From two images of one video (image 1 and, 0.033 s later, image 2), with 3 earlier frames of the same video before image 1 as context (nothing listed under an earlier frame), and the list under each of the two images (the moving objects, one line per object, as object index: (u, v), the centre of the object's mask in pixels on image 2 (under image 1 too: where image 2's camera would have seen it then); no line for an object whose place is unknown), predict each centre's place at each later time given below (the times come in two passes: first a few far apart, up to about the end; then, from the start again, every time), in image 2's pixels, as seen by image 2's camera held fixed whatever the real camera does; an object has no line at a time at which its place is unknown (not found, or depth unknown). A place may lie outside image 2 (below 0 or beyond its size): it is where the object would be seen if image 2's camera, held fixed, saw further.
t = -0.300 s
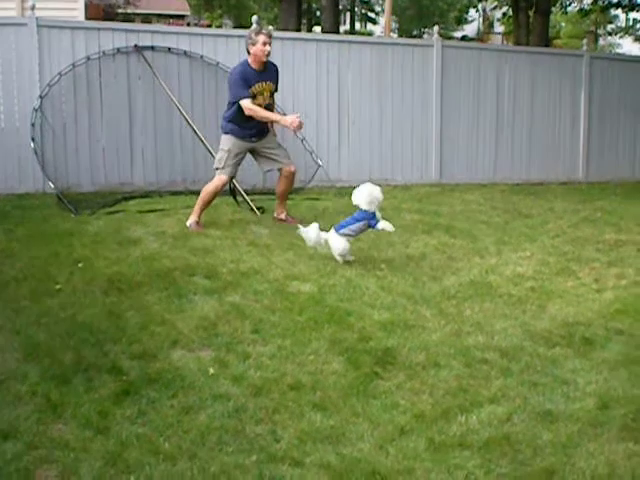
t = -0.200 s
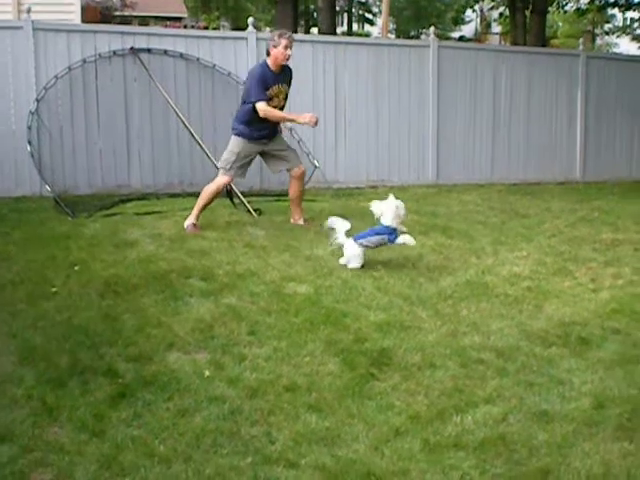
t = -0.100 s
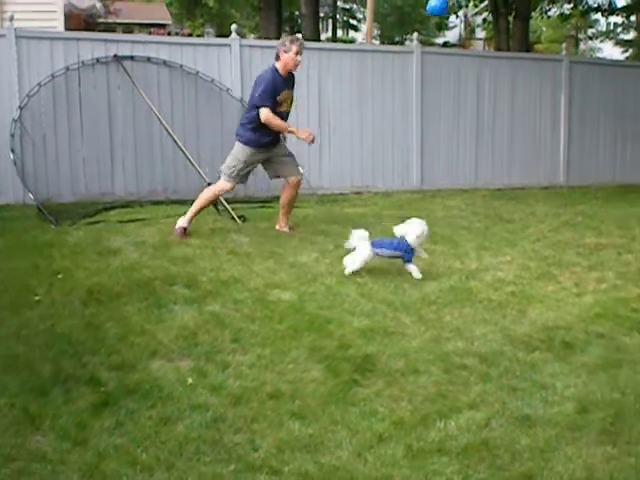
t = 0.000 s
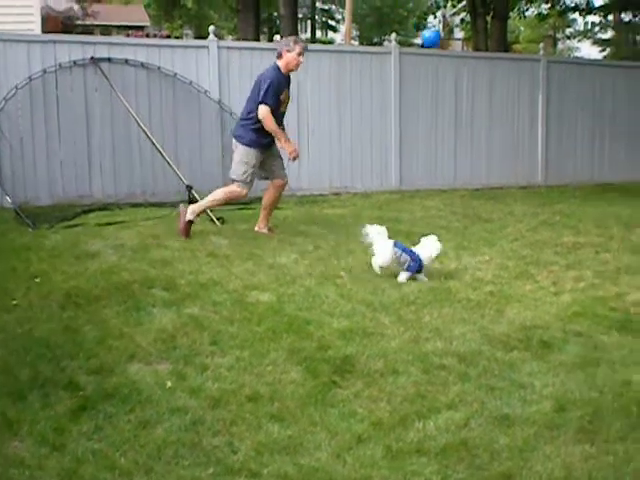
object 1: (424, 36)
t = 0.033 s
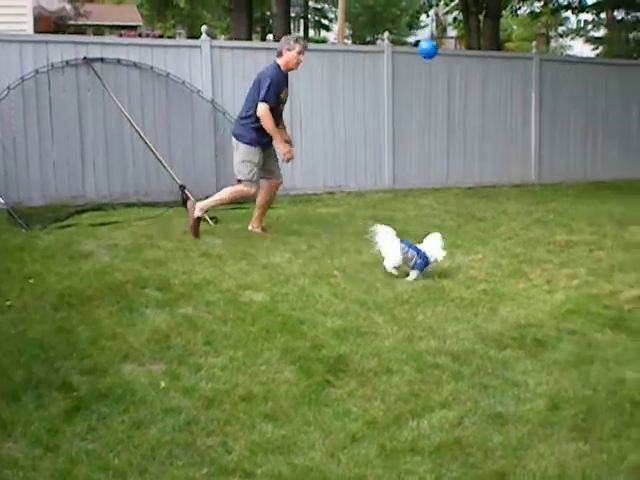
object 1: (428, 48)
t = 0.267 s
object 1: (453, 162)
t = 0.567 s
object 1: (472, 218)
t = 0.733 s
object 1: (482, 209)
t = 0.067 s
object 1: (432, 61)
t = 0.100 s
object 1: (436, 76)
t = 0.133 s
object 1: (440, 91)
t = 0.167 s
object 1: (443, 107)
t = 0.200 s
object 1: (446, 124)
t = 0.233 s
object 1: (450, 142)
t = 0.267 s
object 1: (453, 162)
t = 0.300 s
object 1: (456, 181)
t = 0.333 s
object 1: (458, 201)
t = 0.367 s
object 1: (460, 222)
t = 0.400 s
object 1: (461, 244)
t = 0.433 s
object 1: (463, 248)
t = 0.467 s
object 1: (466, 240)
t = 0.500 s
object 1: (468, 231)
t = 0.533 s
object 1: (470, 224)
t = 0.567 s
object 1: (472, 218)
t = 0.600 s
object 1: (474, 214)
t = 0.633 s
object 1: (477, 211)
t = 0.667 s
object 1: (478, 209)
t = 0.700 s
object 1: (480, 208)
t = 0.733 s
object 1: (482, 209)
